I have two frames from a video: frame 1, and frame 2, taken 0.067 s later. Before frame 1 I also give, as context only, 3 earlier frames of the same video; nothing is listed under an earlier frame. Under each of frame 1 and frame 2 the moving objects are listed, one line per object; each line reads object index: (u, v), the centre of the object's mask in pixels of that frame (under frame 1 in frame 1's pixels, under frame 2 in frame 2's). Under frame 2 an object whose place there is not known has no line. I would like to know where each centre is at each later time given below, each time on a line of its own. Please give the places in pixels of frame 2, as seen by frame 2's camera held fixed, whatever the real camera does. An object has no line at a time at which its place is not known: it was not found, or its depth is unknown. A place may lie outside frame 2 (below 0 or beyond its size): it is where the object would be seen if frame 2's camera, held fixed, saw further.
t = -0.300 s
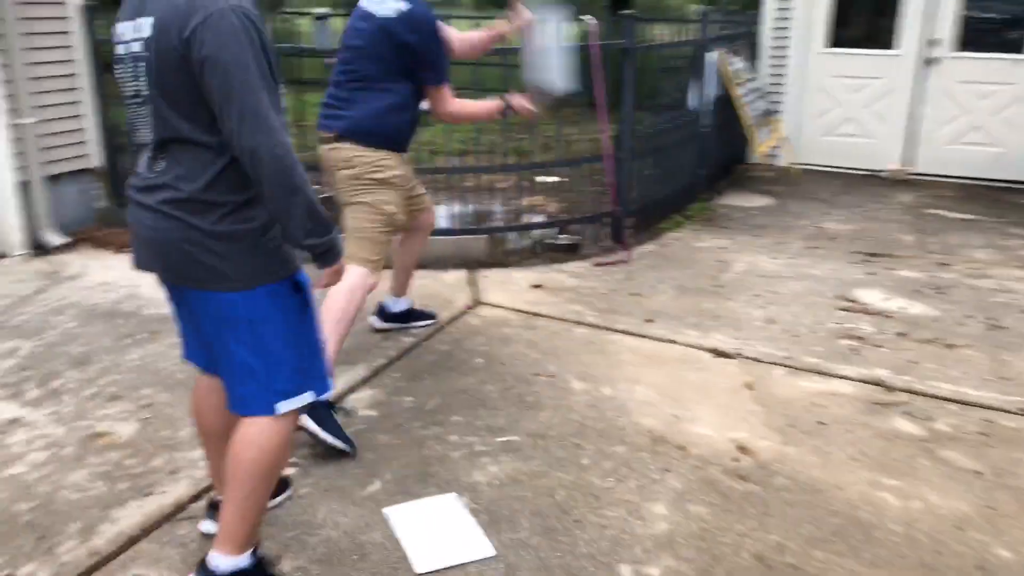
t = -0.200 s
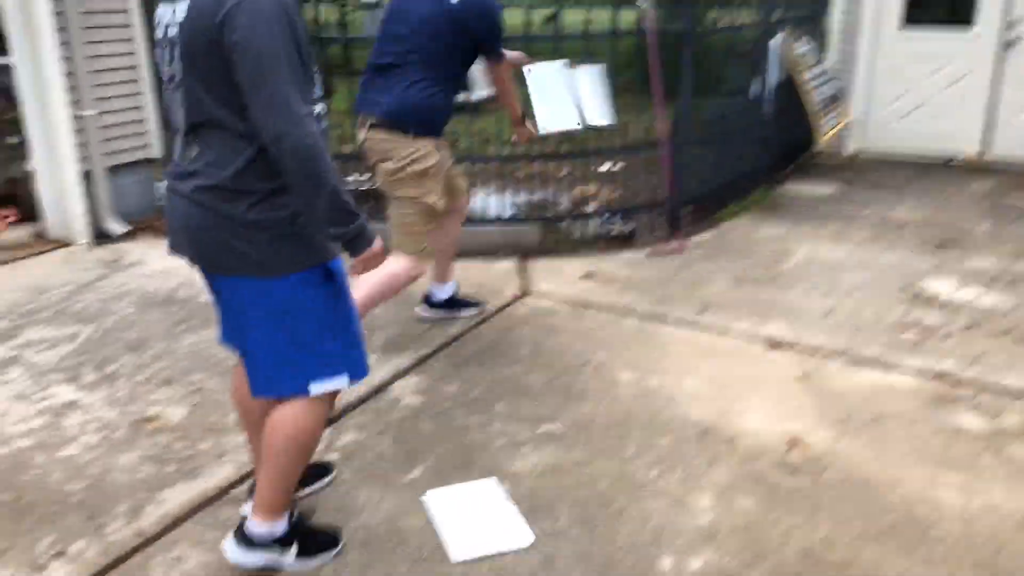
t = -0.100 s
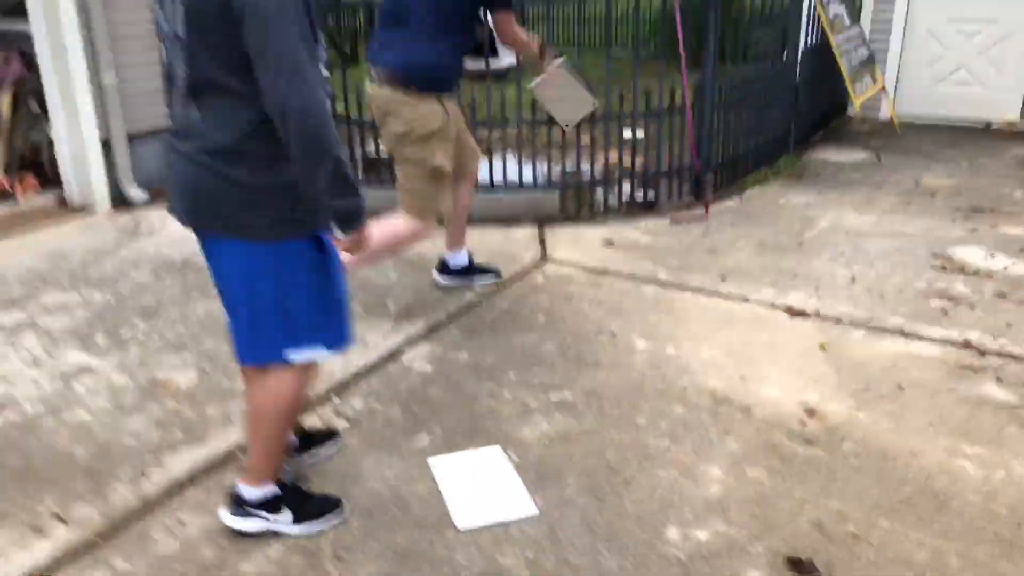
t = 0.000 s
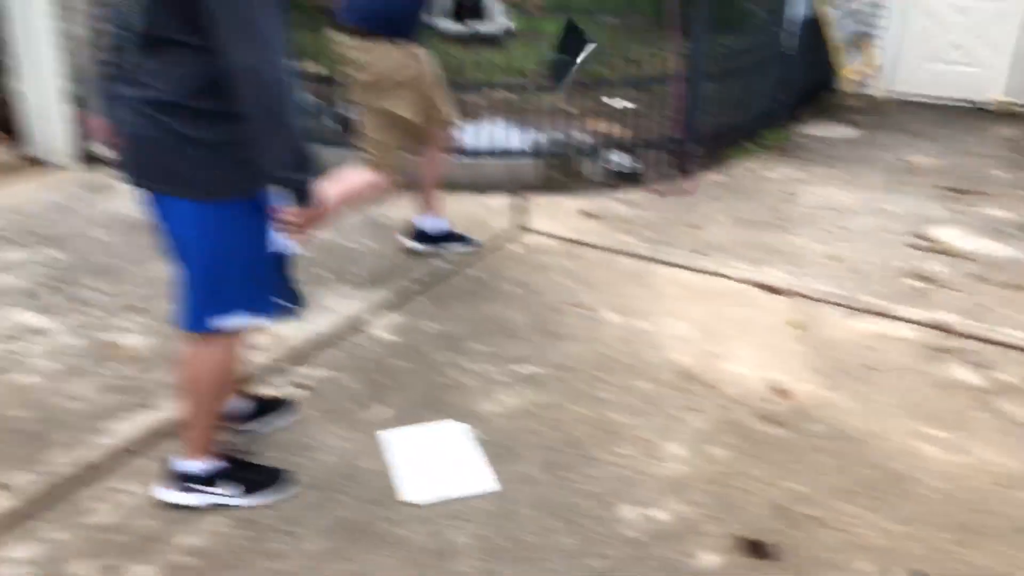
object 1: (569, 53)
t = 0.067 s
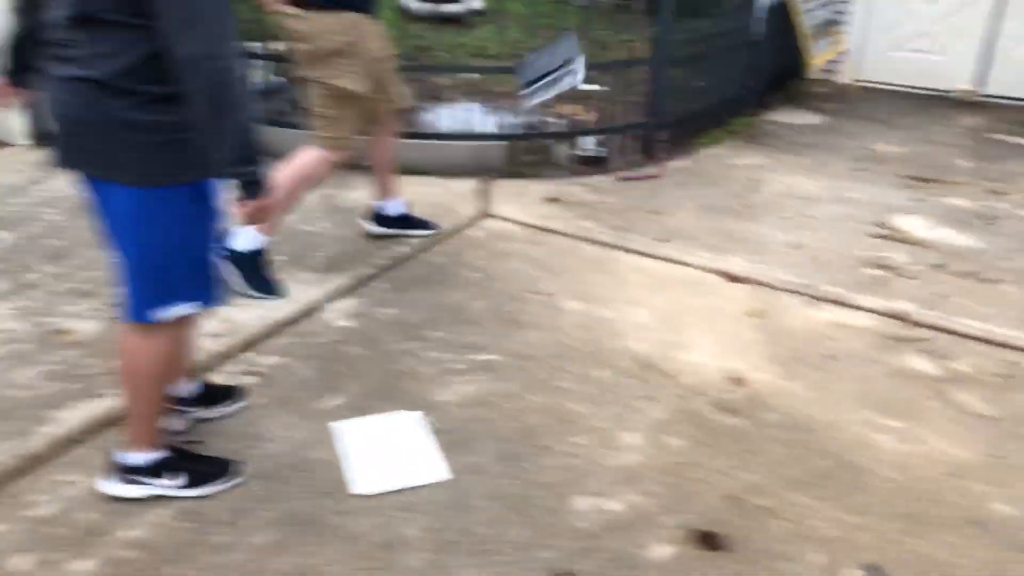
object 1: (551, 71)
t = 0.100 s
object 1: (559, 87)
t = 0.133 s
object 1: (563, 103)
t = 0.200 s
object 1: (574, 145)
